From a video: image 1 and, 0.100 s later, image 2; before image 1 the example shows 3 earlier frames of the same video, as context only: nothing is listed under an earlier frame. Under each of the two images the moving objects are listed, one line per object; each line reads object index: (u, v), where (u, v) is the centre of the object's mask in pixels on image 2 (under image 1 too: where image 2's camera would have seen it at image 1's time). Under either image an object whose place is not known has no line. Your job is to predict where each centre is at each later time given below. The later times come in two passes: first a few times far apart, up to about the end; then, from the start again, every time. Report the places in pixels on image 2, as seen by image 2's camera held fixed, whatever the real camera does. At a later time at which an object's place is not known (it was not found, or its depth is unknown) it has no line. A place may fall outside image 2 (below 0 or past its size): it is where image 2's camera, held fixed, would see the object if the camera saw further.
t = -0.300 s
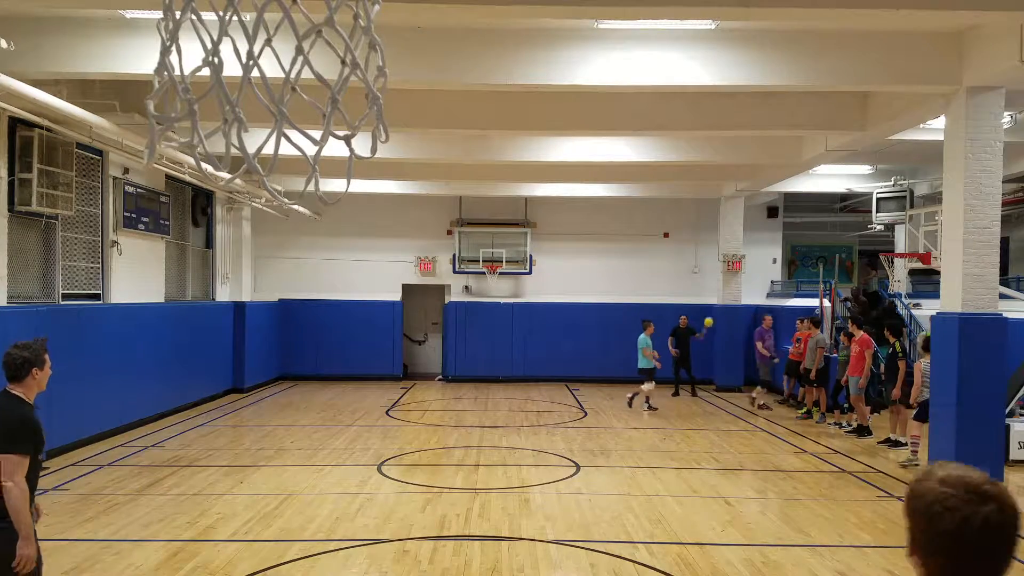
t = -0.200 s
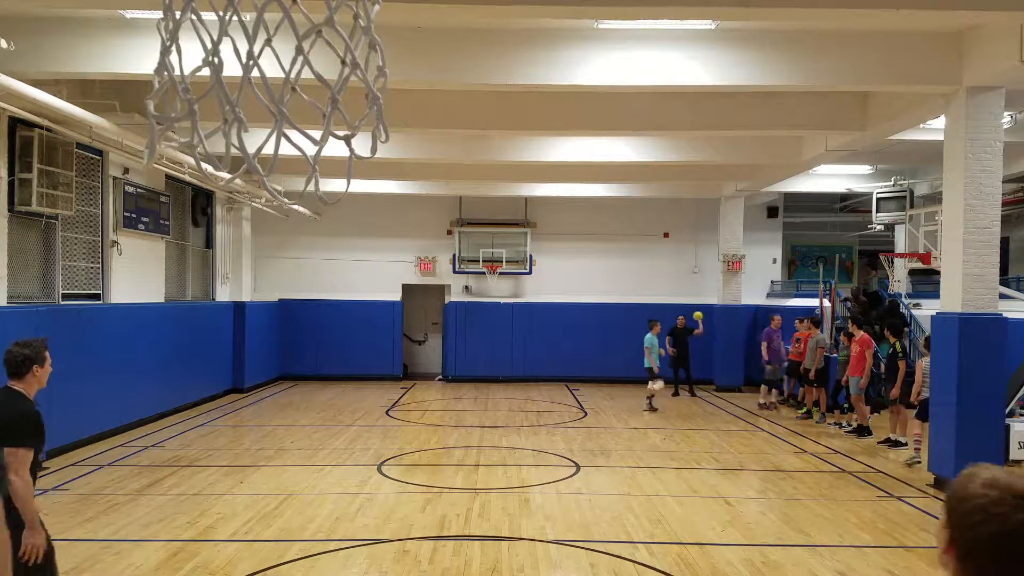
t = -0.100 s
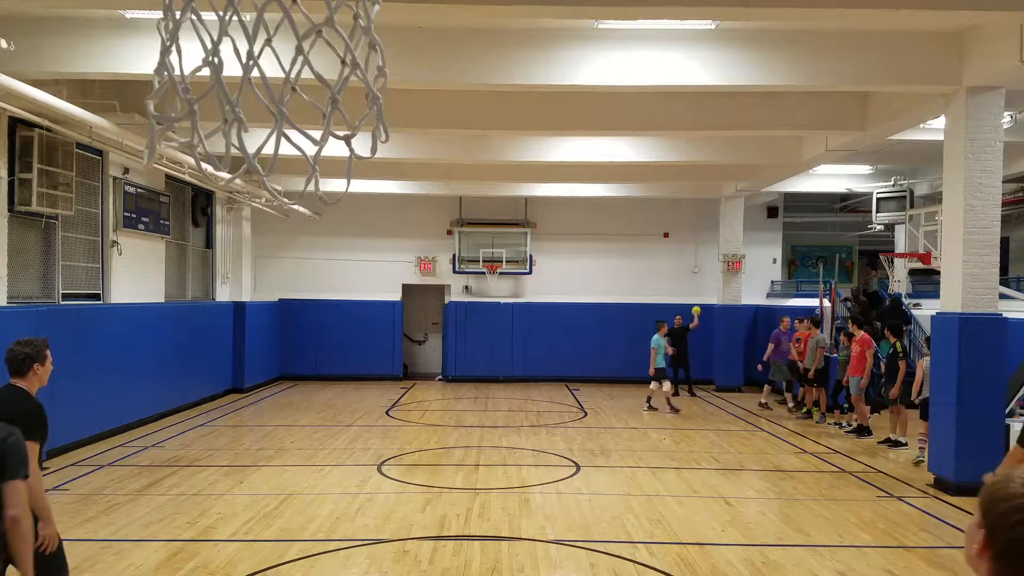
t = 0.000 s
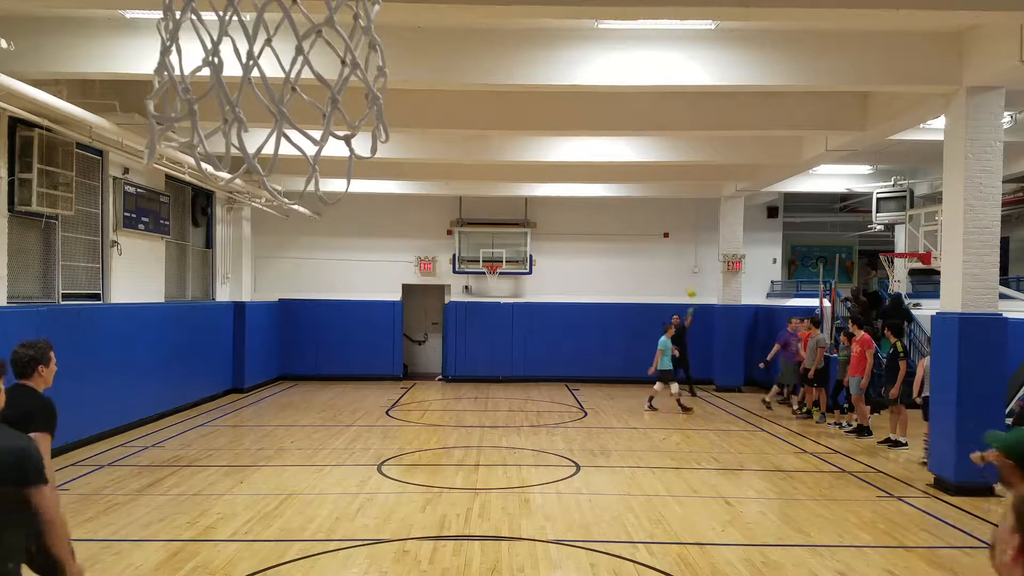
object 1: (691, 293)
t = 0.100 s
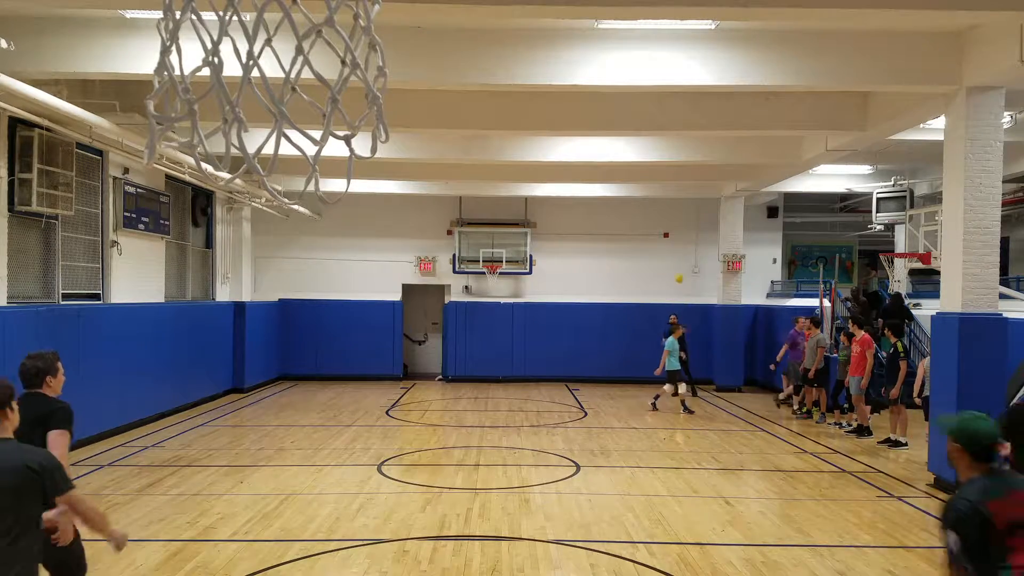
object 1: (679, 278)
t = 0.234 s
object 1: (660, 262)
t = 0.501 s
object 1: (611, 257)
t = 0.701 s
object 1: (561, 291)
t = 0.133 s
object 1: (676, 276)
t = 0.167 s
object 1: (671, 269)
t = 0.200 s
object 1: (667, 268)
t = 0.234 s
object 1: (660, 262)
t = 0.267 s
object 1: (656, 260)
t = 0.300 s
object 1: (651, 257)
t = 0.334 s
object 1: (645, 256)
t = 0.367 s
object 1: (638, 255)
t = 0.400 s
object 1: (632, 254)
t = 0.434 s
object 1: (625, 254)
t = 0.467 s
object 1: (619, 255)
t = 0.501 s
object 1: (611, 257)
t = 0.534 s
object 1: (604, 261)
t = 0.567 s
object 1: (596, 265)
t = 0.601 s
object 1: (588, 270)
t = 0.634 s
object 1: (580, 277)
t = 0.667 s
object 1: (571, 283)
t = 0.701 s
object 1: (561, 291)
